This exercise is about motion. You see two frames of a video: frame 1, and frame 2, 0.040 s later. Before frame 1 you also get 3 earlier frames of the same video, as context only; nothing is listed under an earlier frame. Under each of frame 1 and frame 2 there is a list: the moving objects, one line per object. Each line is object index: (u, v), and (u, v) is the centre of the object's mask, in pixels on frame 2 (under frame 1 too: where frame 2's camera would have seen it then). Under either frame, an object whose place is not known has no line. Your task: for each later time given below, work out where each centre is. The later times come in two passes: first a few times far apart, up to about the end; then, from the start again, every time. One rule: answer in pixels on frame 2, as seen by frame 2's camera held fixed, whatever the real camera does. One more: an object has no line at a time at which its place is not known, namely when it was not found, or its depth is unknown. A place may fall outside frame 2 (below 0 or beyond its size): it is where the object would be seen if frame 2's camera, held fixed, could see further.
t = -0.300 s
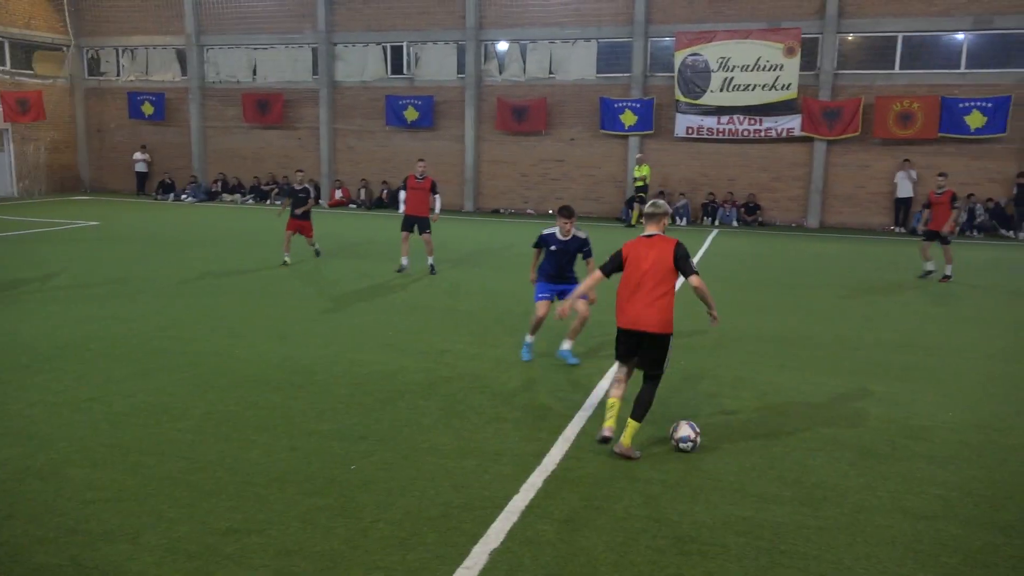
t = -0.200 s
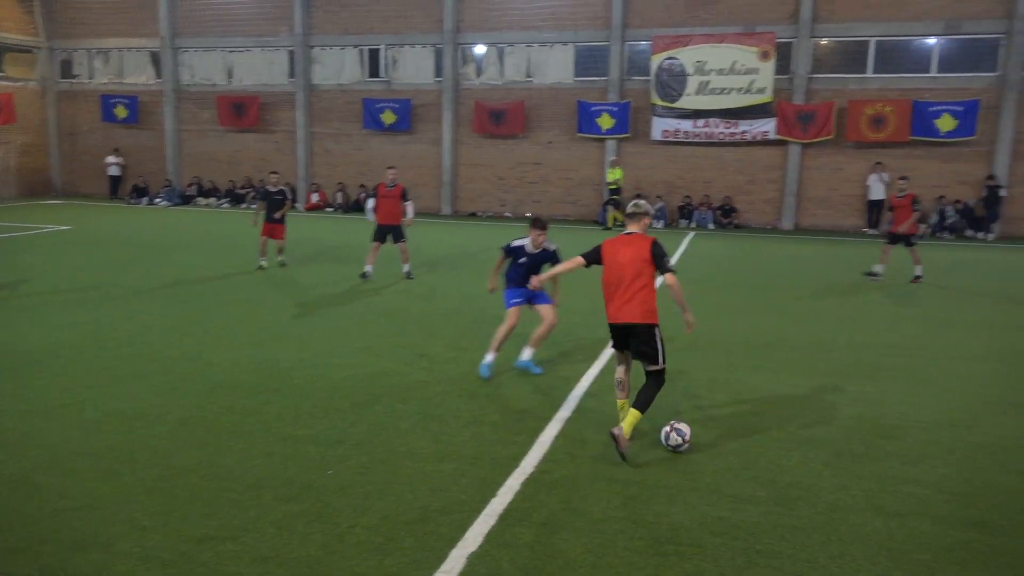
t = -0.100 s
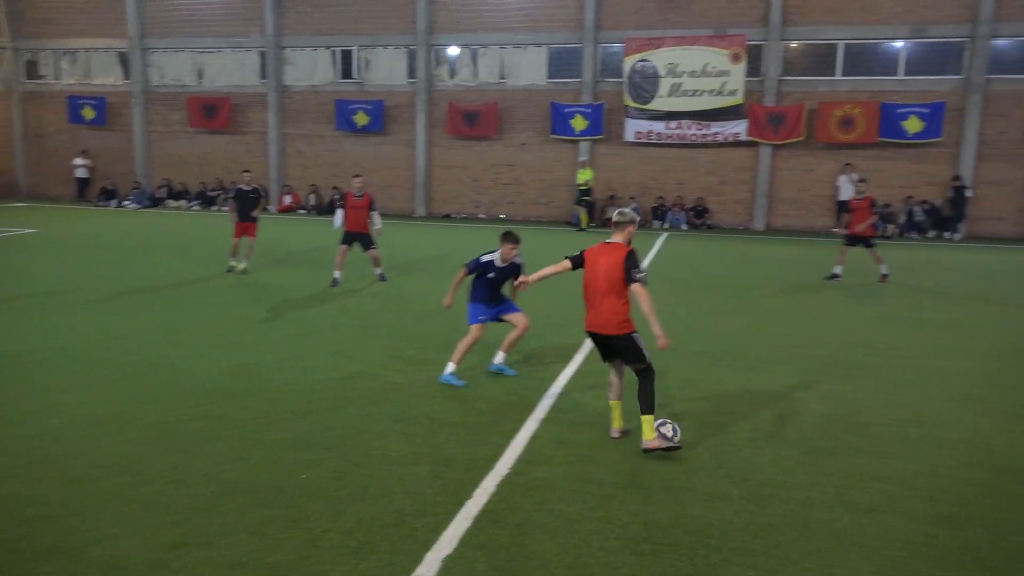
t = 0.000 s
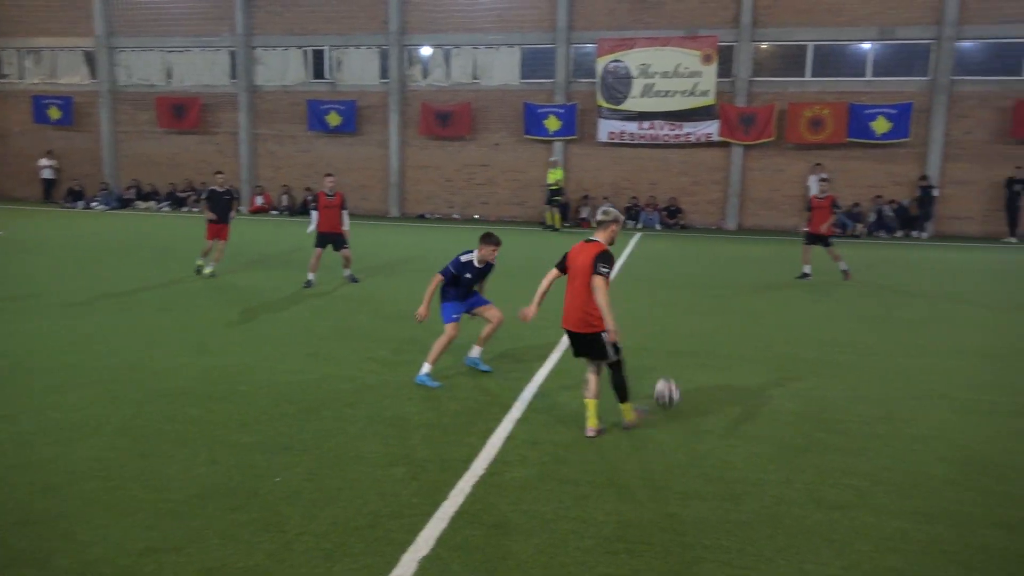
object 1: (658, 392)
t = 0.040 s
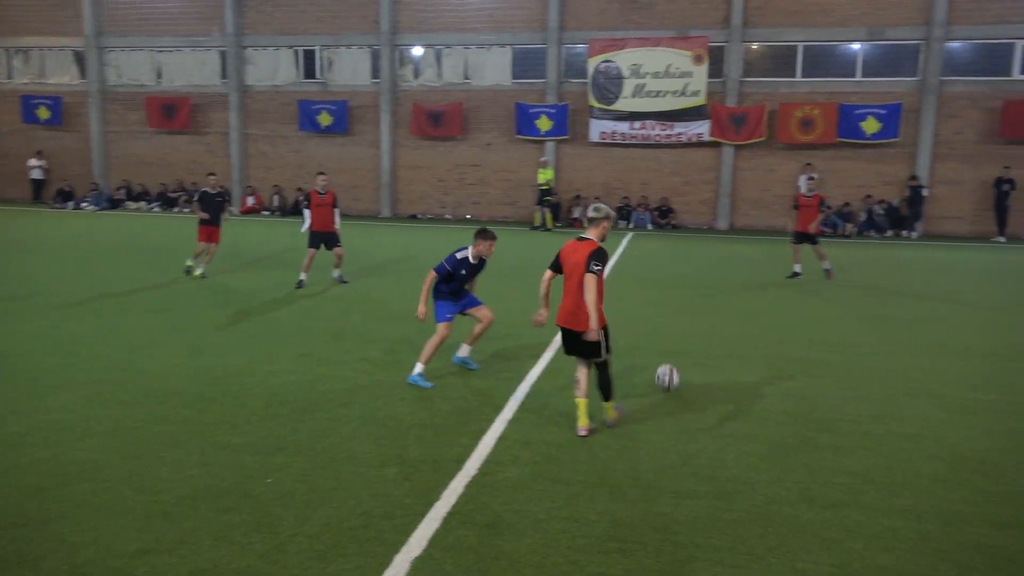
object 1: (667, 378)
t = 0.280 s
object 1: (703, 319)
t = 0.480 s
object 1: (721, 293)
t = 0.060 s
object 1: (671, 372)
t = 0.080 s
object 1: (675, 365)
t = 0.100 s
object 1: (679, 358)
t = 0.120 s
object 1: (683, 351)
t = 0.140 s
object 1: (686, 346)
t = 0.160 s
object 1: (689, 341)
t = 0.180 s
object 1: (692, 337)
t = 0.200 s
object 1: (694, 333)
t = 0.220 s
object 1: (697, 331)
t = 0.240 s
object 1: (699, 328)
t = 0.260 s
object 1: (701, 323)
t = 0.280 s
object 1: (703, 319)
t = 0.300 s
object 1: (706, 315)
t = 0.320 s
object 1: (708, 311)
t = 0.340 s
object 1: (710, 309)
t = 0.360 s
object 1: (711, 306)
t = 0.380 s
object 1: (713, 305)
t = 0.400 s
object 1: (715, 303)
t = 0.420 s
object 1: (717, 302)
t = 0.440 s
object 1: (718, 299)
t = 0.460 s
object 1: (720, 296)
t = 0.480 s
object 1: (721, 293)
